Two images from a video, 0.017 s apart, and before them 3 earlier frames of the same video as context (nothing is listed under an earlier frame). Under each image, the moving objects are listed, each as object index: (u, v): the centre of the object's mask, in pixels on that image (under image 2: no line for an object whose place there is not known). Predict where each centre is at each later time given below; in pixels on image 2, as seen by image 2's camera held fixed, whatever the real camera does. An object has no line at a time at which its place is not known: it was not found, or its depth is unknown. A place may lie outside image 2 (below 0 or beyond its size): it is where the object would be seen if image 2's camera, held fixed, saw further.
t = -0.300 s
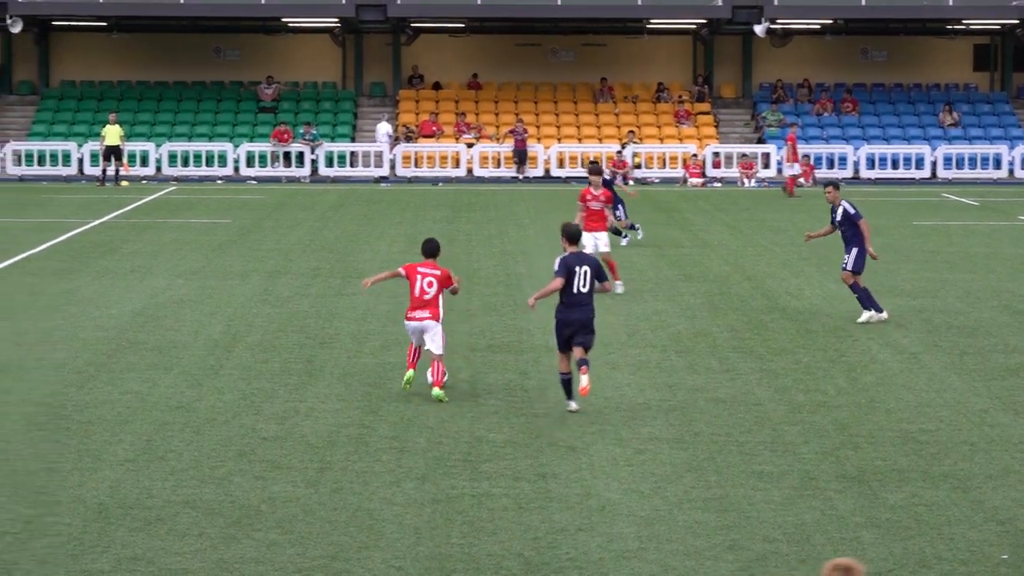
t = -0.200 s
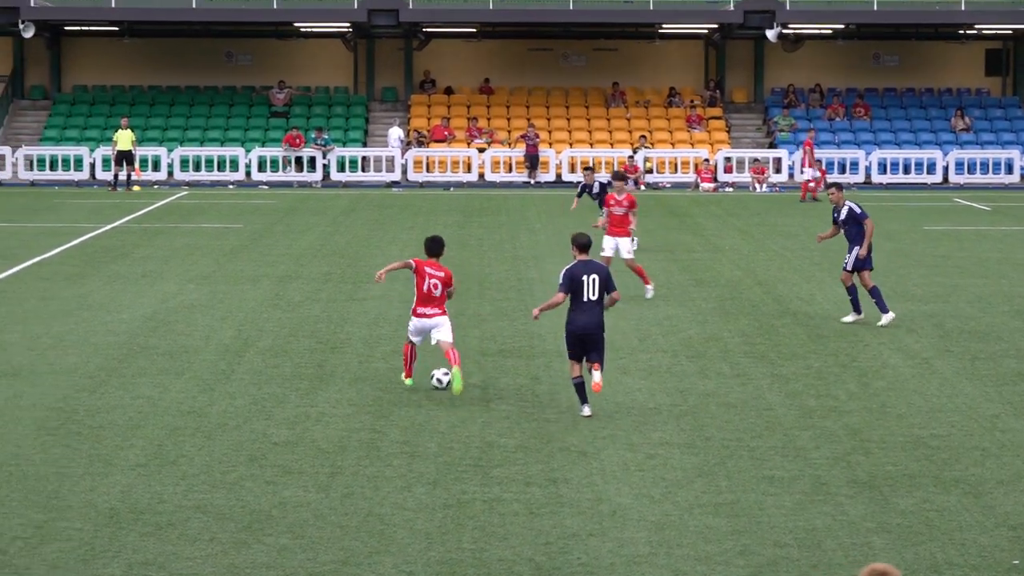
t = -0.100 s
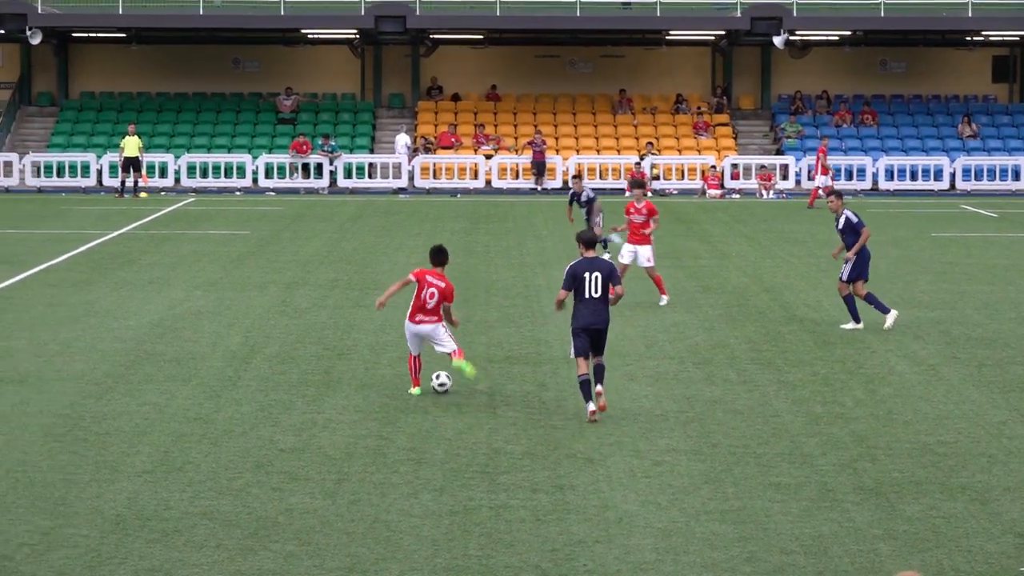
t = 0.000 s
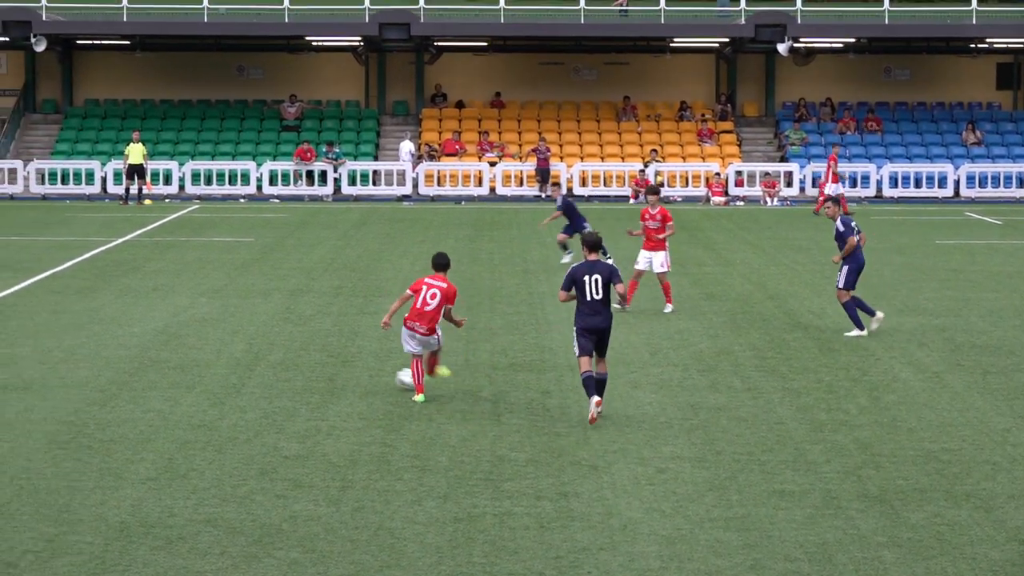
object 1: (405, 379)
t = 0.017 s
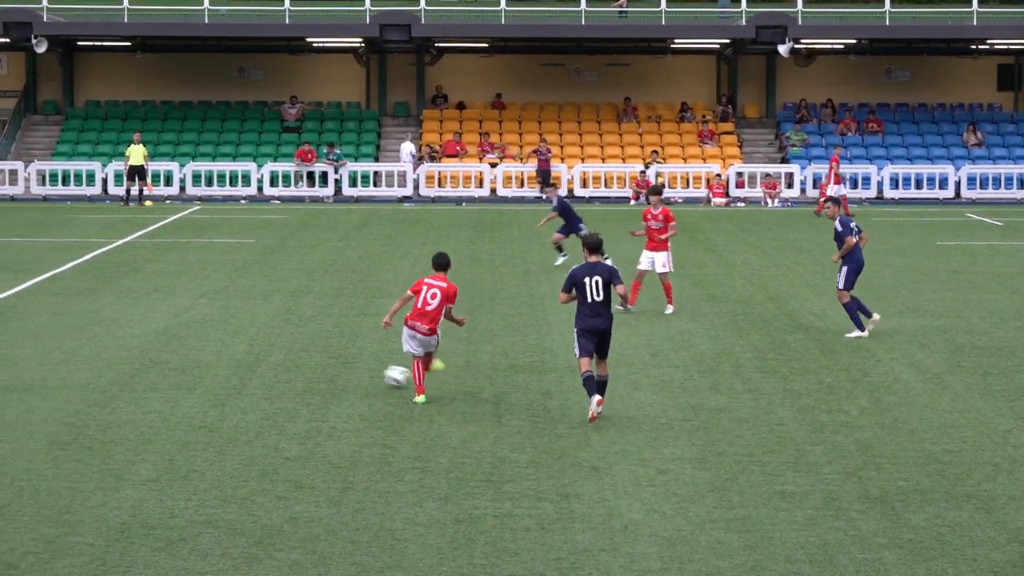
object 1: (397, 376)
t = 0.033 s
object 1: (384, 372)
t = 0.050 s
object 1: (371, 369)
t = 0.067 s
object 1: (358, 367)
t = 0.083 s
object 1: (345, 365)
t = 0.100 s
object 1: (333, 363)
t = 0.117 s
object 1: (321, 361)
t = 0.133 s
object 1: (309, 358)
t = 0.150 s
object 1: (298, 355)
